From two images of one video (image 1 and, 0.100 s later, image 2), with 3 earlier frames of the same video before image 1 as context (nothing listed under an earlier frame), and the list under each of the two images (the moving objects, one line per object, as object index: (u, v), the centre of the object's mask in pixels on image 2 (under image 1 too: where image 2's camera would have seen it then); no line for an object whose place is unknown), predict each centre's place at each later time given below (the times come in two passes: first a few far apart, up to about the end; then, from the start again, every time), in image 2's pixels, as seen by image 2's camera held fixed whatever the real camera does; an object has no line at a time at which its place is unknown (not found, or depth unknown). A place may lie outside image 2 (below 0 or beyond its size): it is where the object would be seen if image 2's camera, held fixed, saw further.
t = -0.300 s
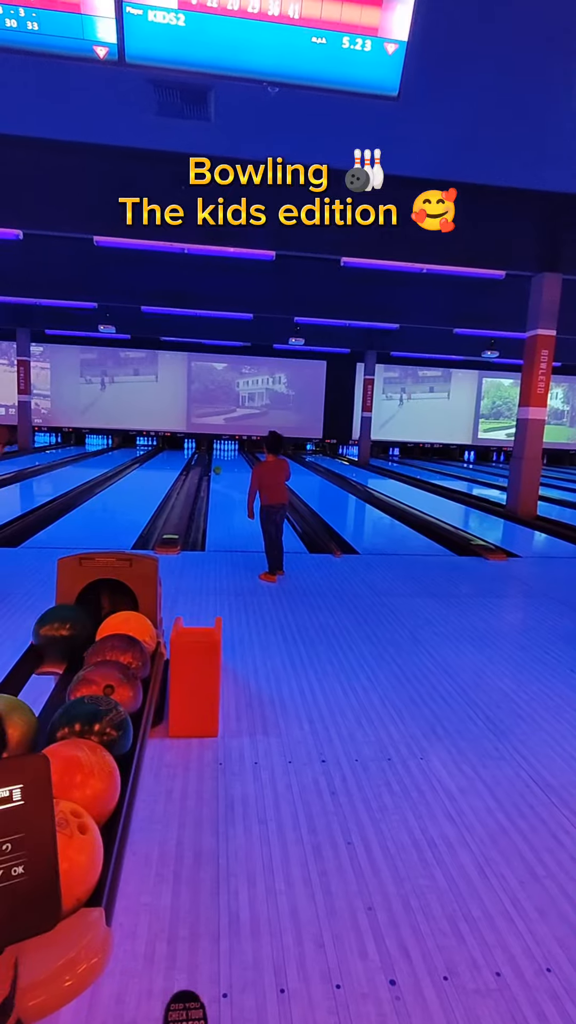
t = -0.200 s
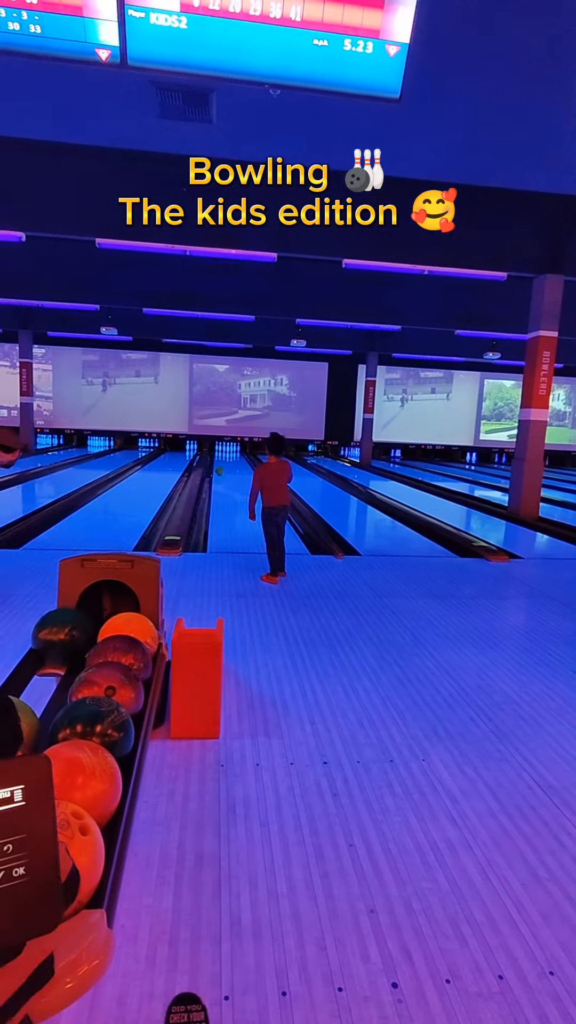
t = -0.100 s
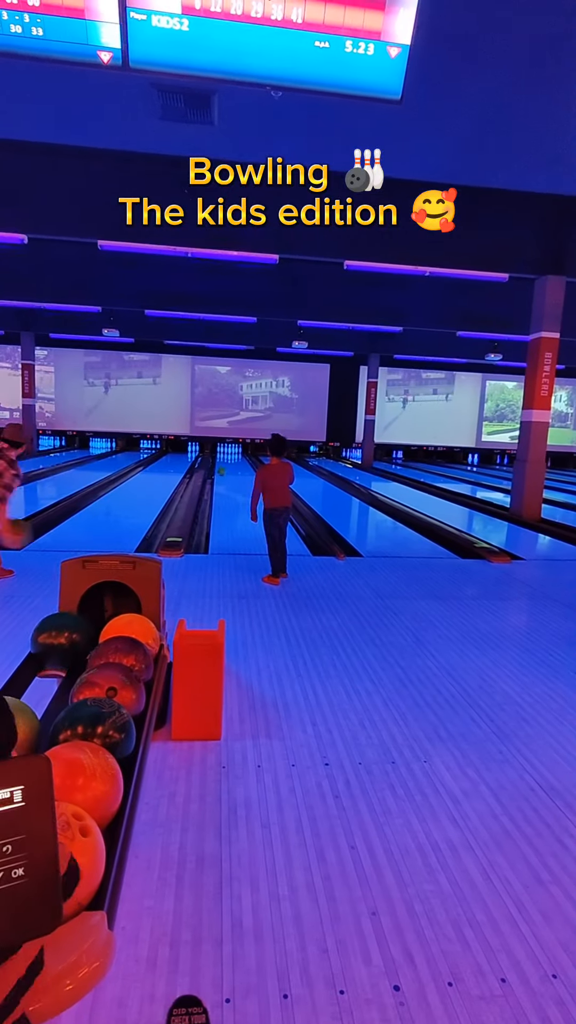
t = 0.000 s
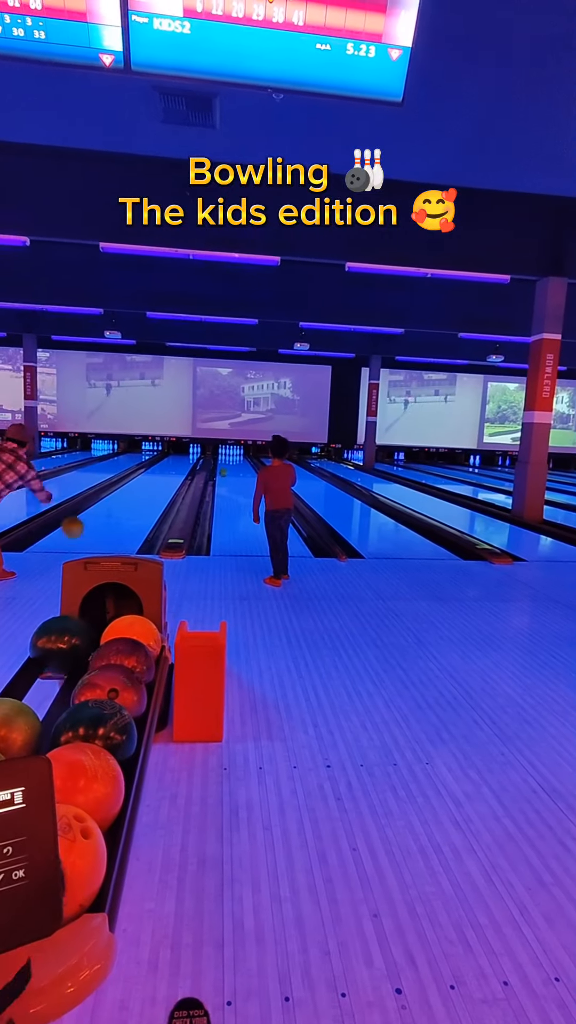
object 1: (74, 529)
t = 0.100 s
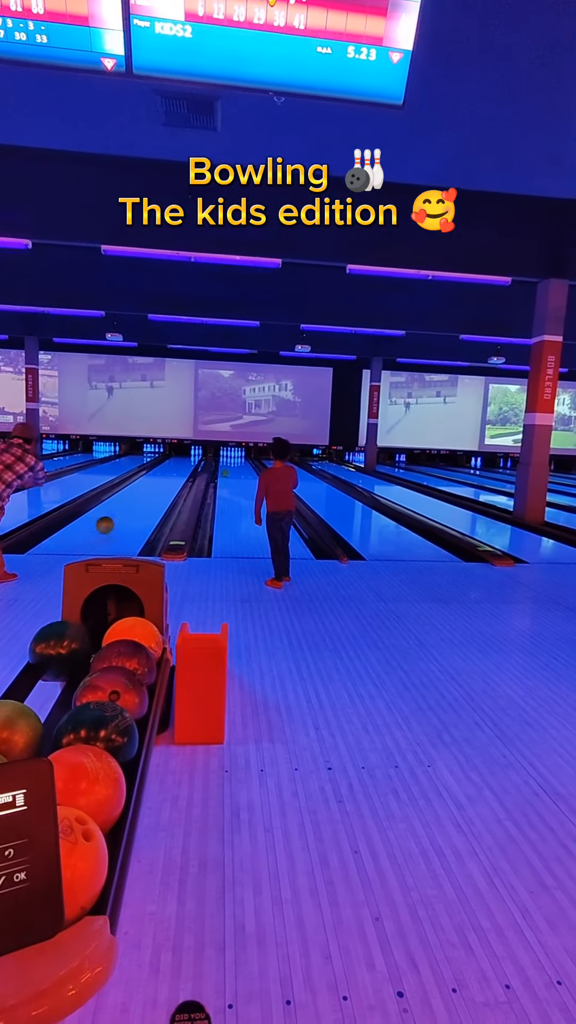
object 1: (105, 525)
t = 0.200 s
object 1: (125, 510)
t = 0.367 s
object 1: (138, 499)
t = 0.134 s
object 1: (111, 523)
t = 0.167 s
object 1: (116, 517)
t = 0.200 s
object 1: (125, 510)
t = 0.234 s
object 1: (129, 507)
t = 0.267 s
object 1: (133, 506)
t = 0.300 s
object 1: (135, 504)
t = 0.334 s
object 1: (137, 500)
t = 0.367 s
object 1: (138, 499)
